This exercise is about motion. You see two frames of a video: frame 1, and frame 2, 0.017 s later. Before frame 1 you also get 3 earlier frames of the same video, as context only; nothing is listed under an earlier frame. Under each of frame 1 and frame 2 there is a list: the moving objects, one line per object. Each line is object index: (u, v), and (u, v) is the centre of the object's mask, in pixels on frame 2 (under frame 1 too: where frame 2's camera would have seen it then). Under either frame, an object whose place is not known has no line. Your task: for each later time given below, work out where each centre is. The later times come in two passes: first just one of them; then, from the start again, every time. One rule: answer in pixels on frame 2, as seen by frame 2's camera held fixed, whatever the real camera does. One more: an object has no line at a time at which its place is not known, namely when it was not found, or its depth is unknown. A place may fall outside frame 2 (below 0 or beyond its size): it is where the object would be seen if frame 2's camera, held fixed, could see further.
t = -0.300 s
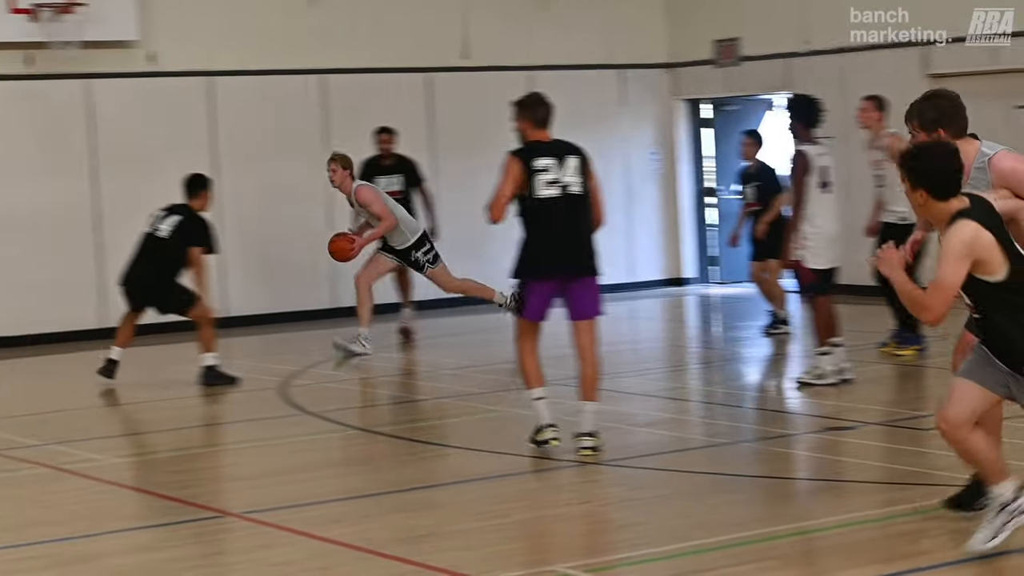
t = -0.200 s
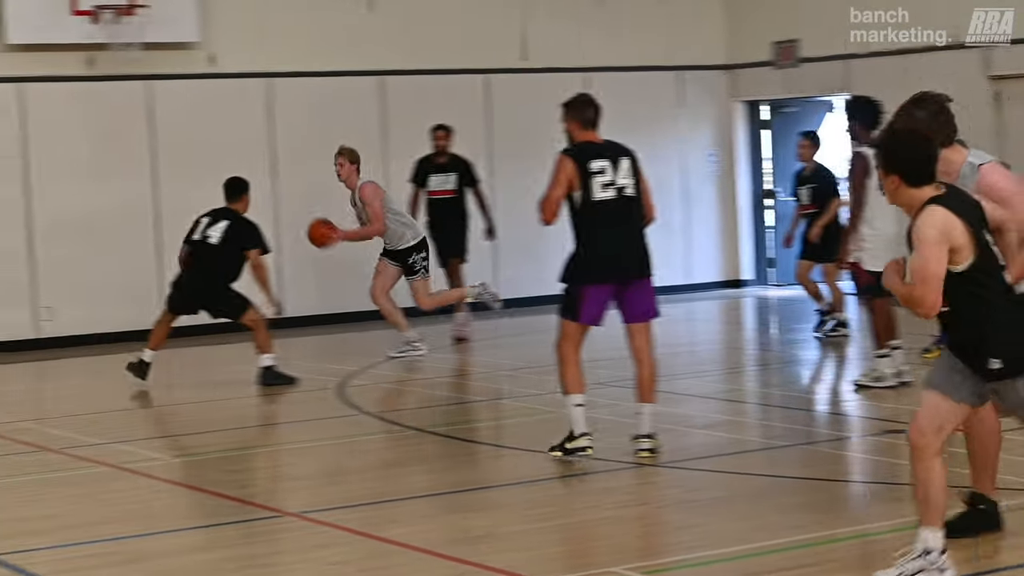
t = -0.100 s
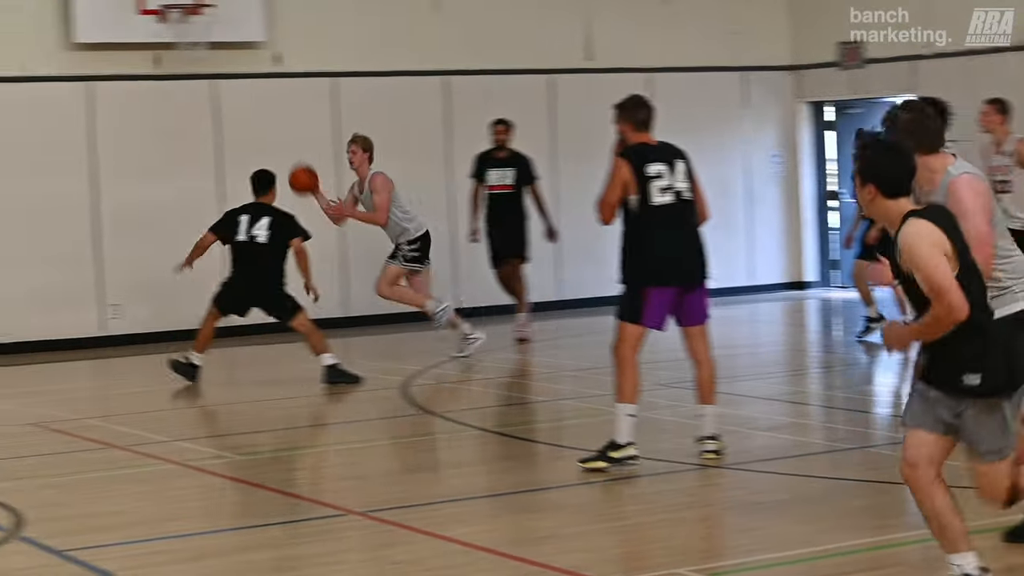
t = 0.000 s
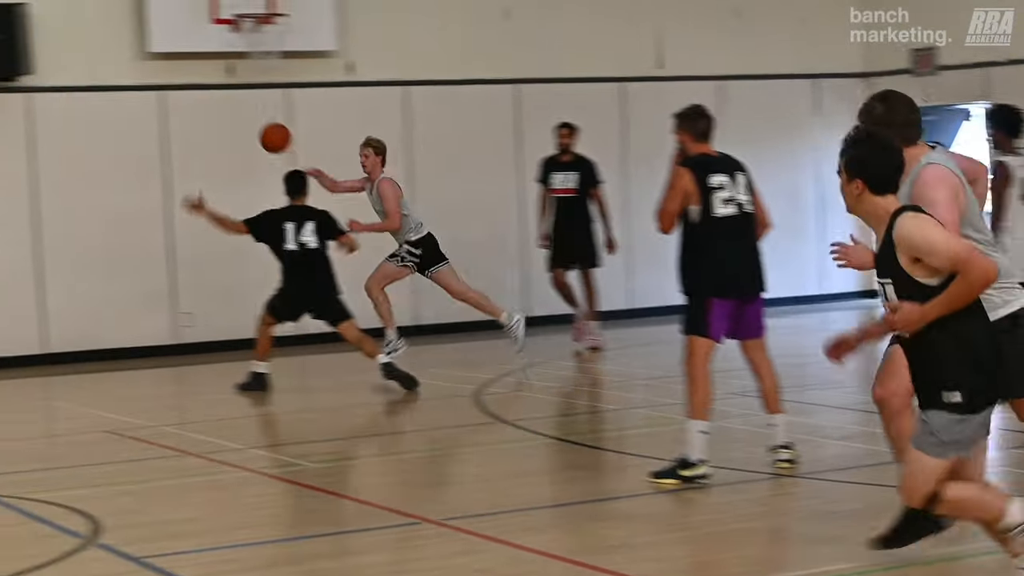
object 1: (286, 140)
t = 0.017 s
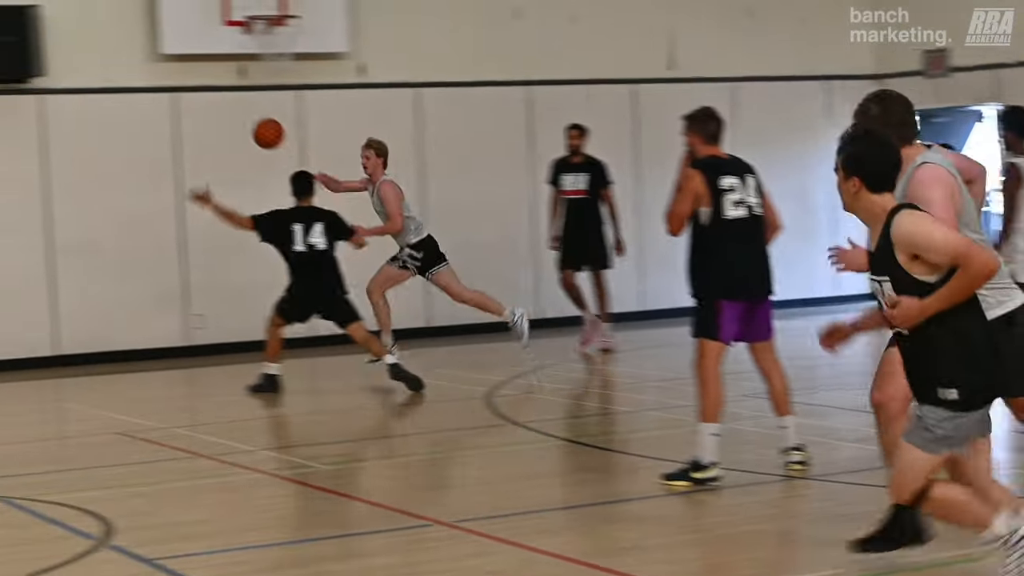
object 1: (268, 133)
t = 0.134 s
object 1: (133, 95)
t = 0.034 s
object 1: (250, 127)
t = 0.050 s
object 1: (231, 121)
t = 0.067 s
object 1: (211, 115)
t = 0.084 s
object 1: (192, 110)
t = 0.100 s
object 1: (173, 105)
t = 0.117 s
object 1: (152, 100)
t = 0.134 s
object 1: (133, 95)
